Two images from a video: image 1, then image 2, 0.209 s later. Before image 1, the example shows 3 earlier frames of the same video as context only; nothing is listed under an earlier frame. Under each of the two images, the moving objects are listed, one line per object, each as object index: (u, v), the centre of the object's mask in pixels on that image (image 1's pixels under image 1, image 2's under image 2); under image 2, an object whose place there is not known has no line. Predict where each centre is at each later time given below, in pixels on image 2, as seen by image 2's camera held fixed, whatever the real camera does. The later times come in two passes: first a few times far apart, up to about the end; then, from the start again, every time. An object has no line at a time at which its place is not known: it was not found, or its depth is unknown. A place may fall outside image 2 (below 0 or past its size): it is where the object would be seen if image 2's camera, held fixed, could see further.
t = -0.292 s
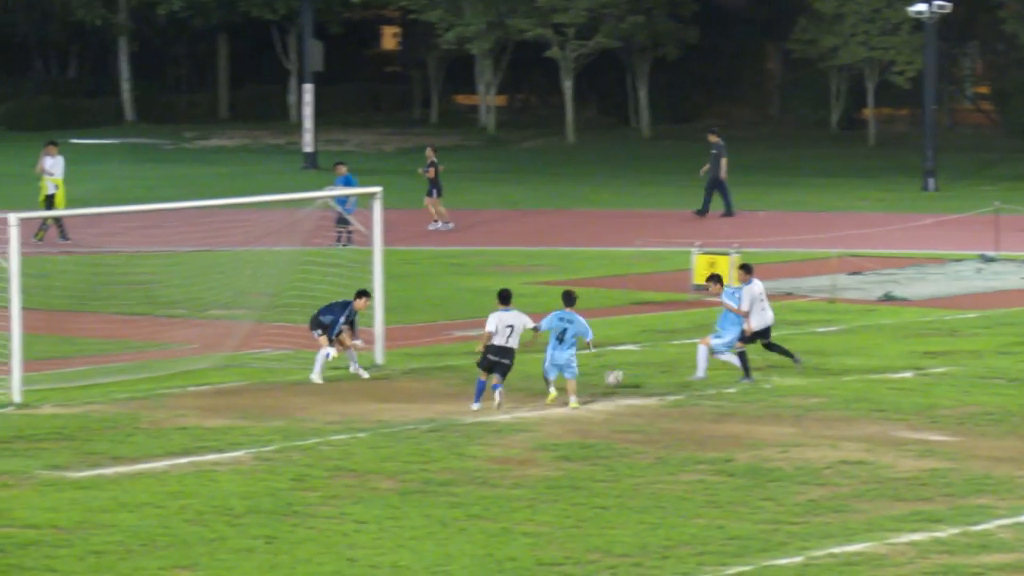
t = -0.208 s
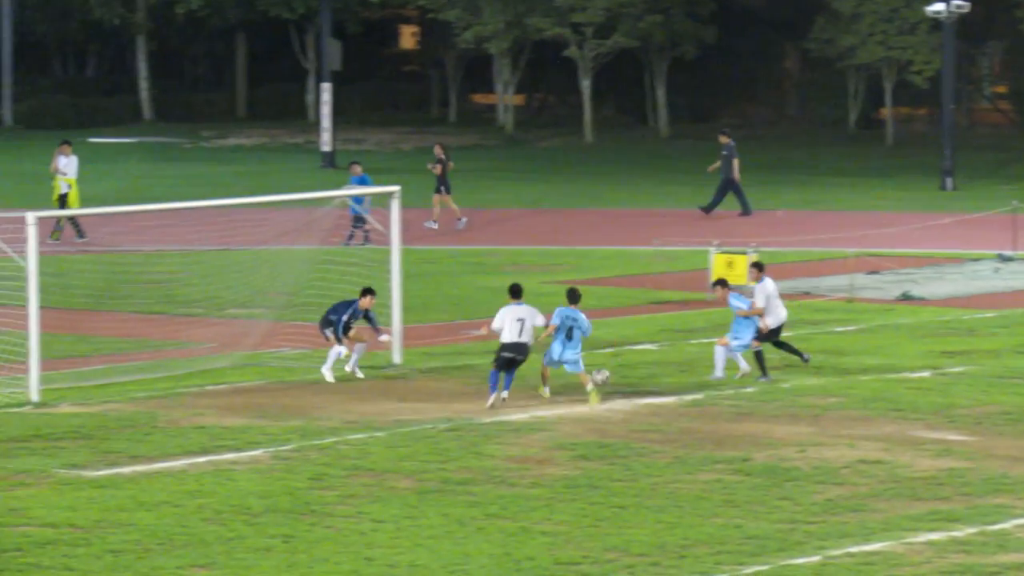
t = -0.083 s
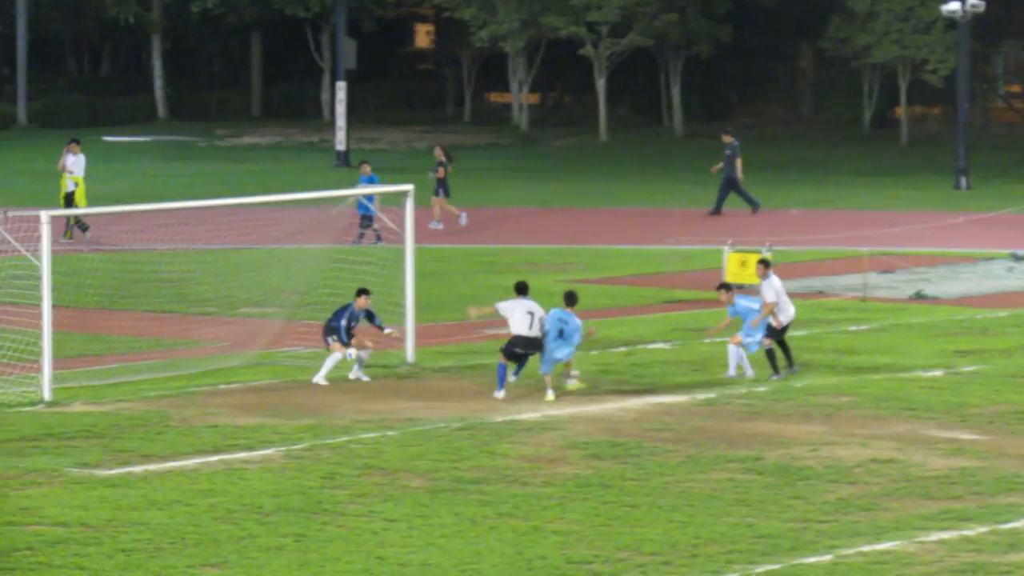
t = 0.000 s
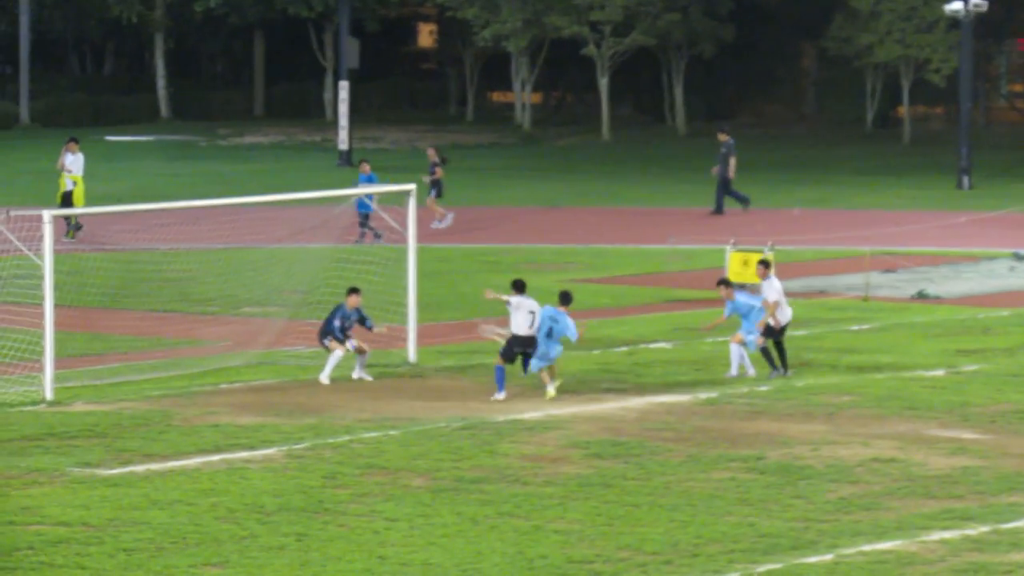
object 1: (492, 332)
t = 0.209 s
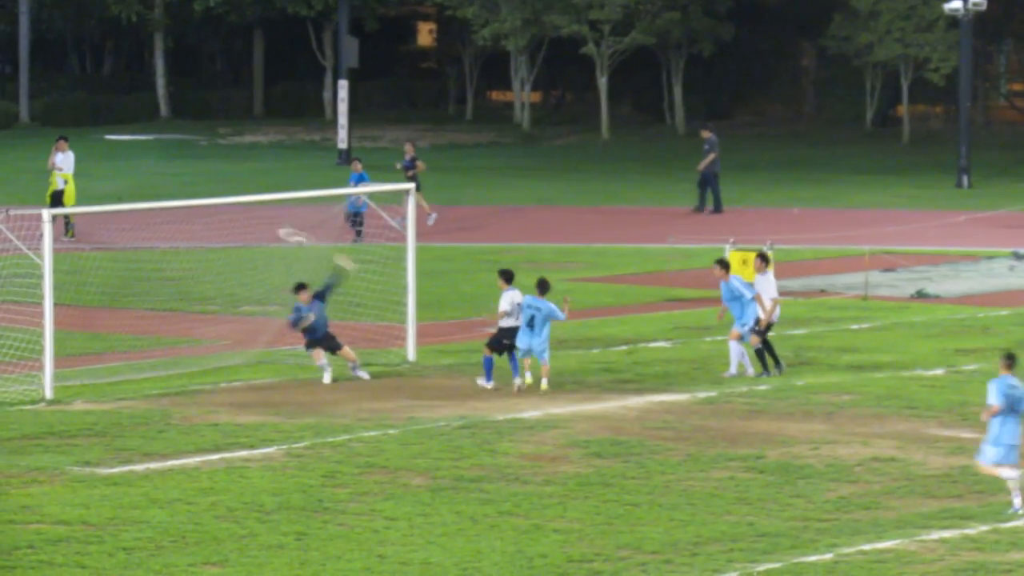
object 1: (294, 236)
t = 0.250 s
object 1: (253, 221)
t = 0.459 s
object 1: (225, 222)
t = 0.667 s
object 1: (226, 294)
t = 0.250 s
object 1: (253, 221)
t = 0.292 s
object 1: (236, 214)
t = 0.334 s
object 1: (232, 212)
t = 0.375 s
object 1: (229, 212)
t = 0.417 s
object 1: (227, 215)
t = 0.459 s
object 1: (225, 222)
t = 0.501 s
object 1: (225, 234)
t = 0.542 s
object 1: (225, 246)
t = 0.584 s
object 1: (226, 260)
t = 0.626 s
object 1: (226, 277)
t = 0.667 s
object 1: (226, 294)
